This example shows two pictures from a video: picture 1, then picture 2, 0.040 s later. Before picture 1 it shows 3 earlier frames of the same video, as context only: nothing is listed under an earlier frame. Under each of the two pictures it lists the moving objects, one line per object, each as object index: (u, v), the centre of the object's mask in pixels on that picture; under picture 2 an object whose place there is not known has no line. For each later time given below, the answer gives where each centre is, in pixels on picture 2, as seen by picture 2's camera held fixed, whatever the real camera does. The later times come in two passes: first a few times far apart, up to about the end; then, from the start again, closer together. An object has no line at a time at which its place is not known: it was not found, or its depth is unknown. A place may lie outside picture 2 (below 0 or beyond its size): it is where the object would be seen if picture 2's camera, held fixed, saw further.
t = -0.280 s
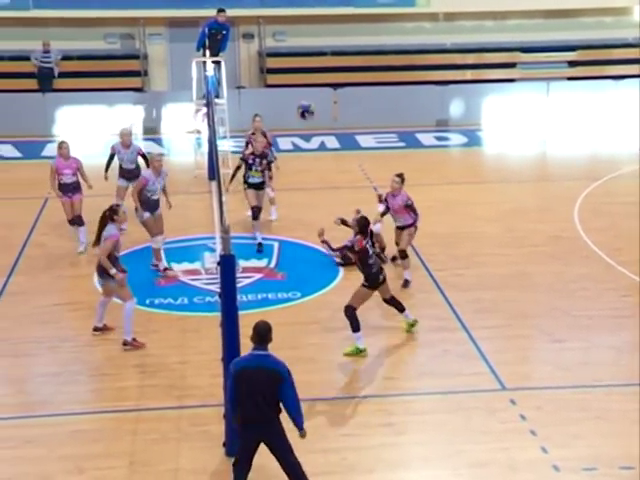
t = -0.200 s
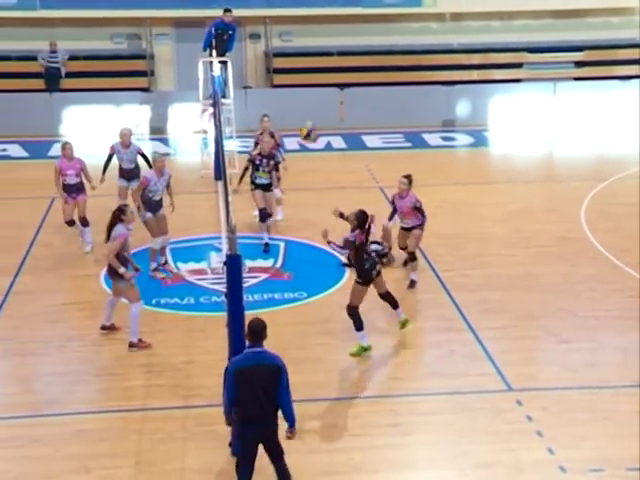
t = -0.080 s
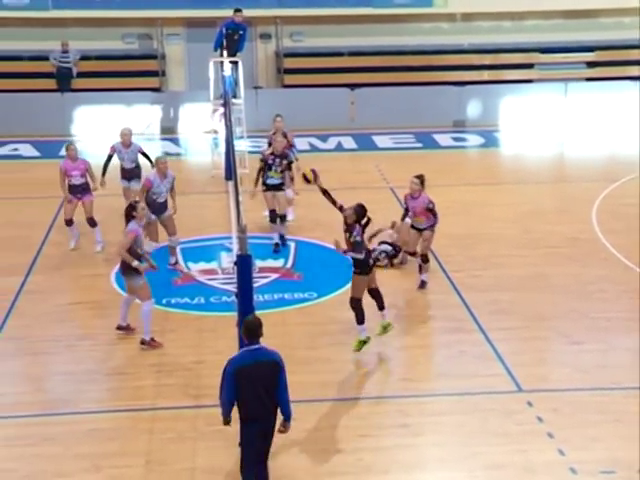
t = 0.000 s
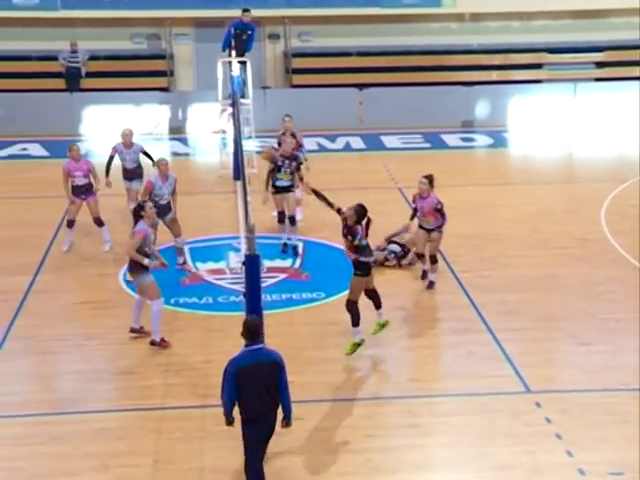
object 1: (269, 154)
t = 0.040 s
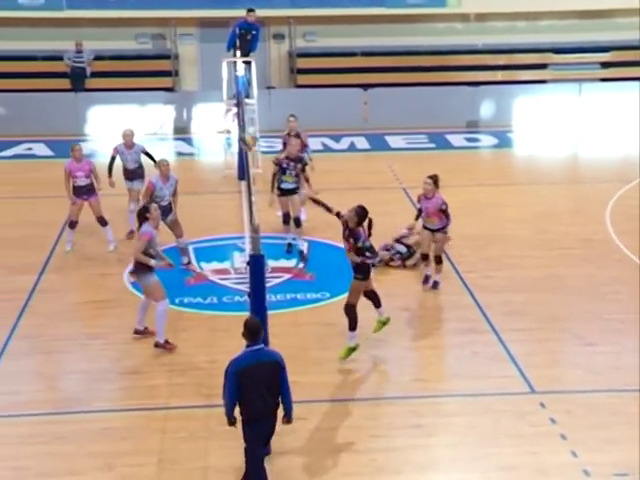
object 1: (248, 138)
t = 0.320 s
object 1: (86, 114)
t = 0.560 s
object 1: (-37, 145)
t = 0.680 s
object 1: (-95, 178)
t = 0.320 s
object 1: (86, 114)
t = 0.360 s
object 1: (66, 115)
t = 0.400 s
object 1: (43, 118)
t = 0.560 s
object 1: (-37, 145)
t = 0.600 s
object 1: (-56, 155)
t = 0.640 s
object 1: (-77, 167)
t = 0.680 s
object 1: (-95, 178)
